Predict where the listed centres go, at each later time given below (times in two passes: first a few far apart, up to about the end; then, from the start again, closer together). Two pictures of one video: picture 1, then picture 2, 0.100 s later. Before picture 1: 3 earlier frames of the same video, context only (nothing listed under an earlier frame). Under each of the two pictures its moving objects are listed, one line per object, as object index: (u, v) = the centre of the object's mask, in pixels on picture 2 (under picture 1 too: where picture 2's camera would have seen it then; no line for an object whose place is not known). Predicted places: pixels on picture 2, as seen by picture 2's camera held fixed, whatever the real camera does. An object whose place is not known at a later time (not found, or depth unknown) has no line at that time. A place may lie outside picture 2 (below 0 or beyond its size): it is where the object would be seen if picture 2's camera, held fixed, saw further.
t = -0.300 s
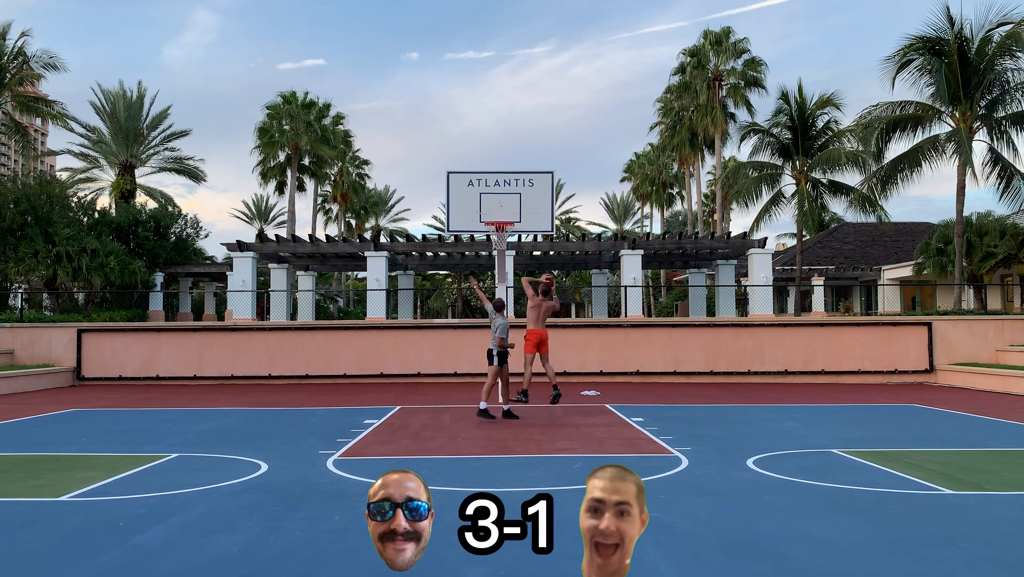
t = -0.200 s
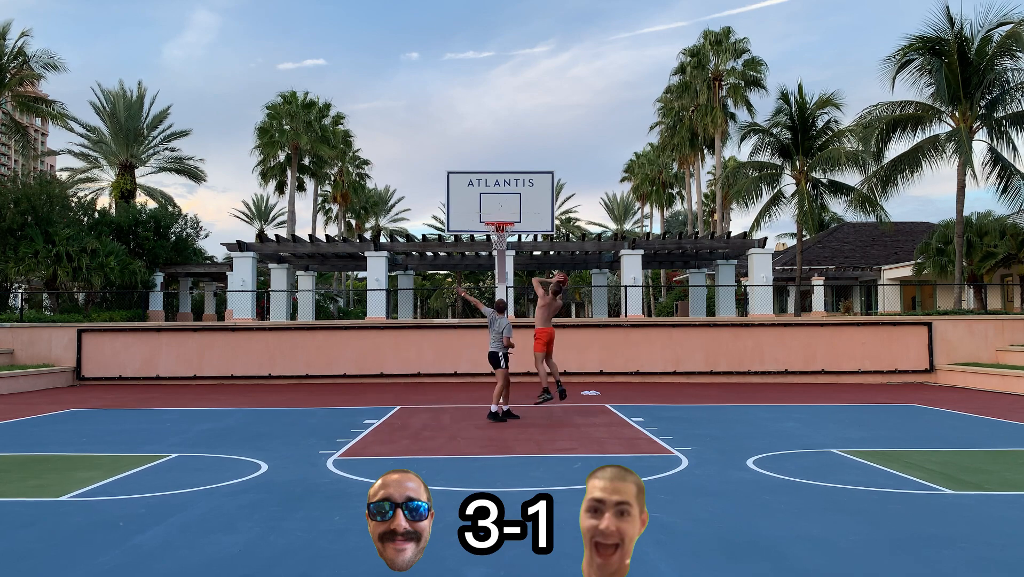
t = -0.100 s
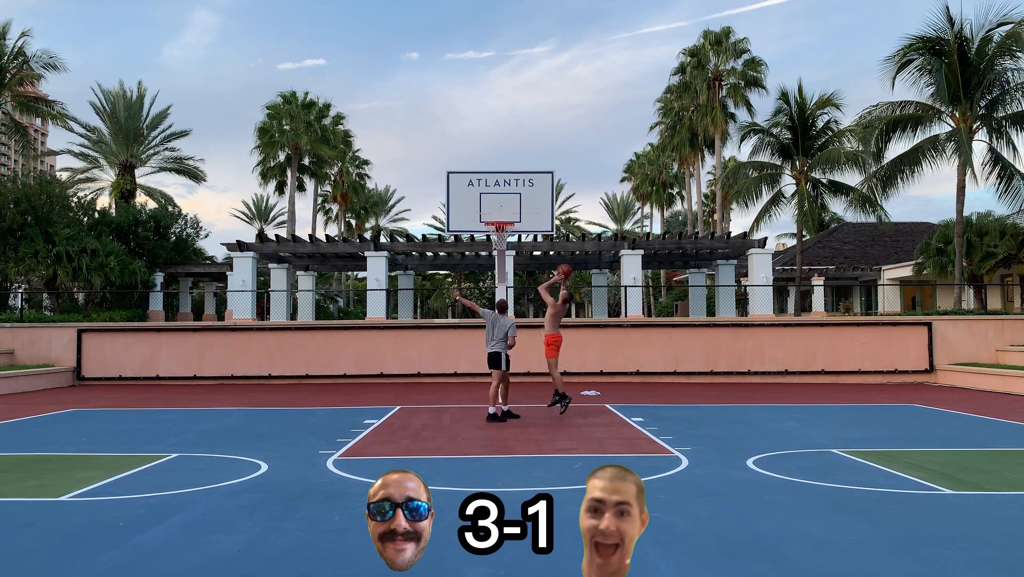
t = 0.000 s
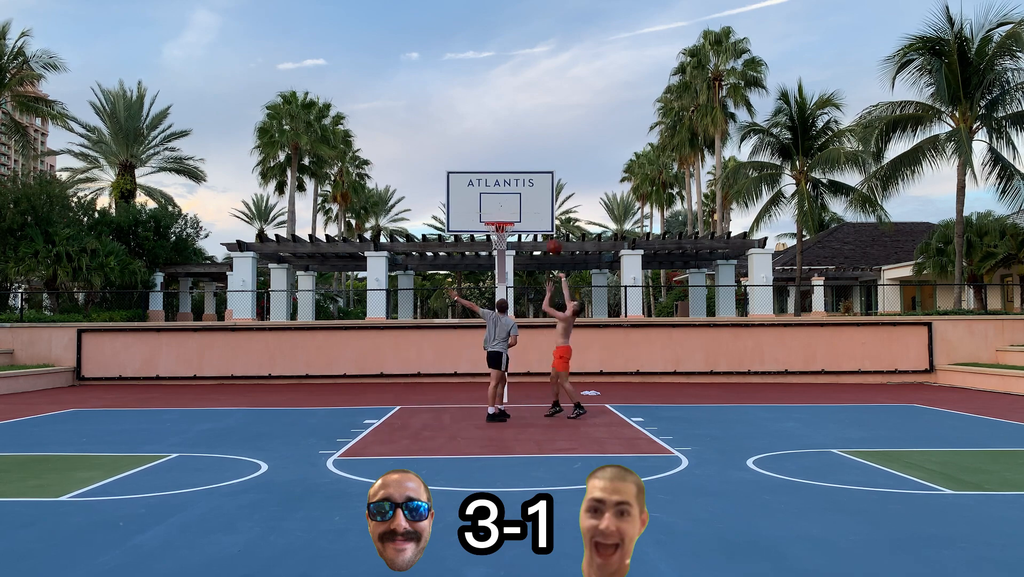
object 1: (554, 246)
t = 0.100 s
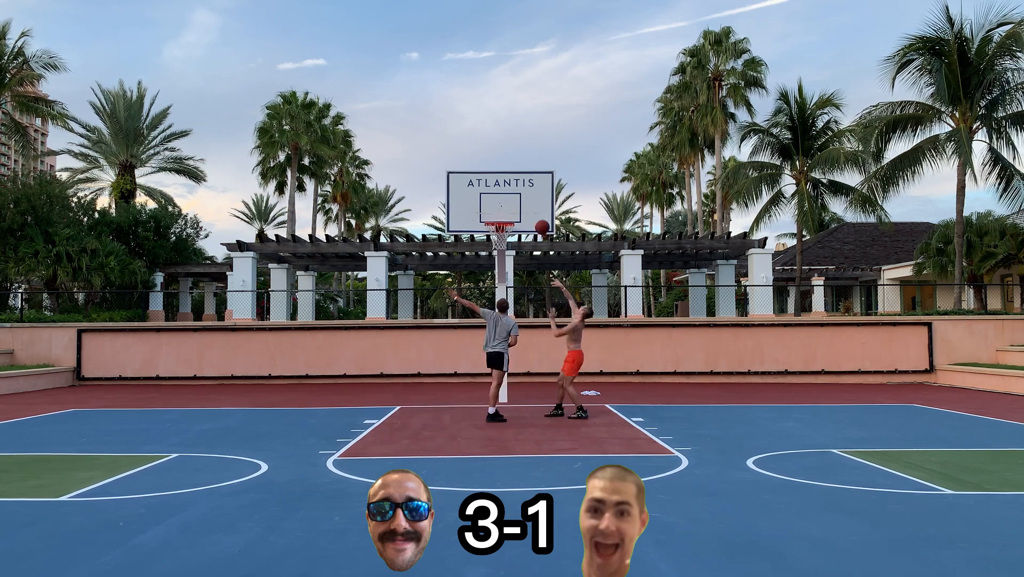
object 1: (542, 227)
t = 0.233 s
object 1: (527, 211)
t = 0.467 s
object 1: (508, 211)
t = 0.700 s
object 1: (497, 229)
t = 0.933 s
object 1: (497, 257)
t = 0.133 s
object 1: (538, 222)
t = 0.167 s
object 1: (534, 218)
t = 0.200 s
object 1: (531, 214)
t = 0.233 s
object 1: (527, 211)
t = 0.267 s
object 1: (523, 209)
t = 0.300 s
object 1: (519, 208)
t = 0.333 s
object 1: (516, 207)
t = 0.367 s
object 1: (514, 207)
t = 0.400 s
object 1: (512, 208)
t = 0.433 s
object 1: (510, 209)
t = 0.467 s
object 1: (508, 211)
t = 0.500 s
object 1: (506, 214)
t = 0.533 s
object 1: (504, 217)
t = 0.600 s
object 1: (500, 227)
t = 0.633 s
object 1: (499, 230)
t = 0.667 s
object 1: (498, 229)
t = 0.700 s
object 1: (497, 229)
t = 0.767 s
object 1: (497, 242)
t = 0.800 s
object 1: (497, 244)
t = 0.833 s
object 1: (497, 245)
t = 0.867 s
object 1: (497, 248)
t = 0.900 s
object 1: (497, 251)
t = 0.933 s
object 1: (497, 257)
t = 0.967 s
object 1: (496, 262)
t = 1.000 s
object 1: (496, 268)
